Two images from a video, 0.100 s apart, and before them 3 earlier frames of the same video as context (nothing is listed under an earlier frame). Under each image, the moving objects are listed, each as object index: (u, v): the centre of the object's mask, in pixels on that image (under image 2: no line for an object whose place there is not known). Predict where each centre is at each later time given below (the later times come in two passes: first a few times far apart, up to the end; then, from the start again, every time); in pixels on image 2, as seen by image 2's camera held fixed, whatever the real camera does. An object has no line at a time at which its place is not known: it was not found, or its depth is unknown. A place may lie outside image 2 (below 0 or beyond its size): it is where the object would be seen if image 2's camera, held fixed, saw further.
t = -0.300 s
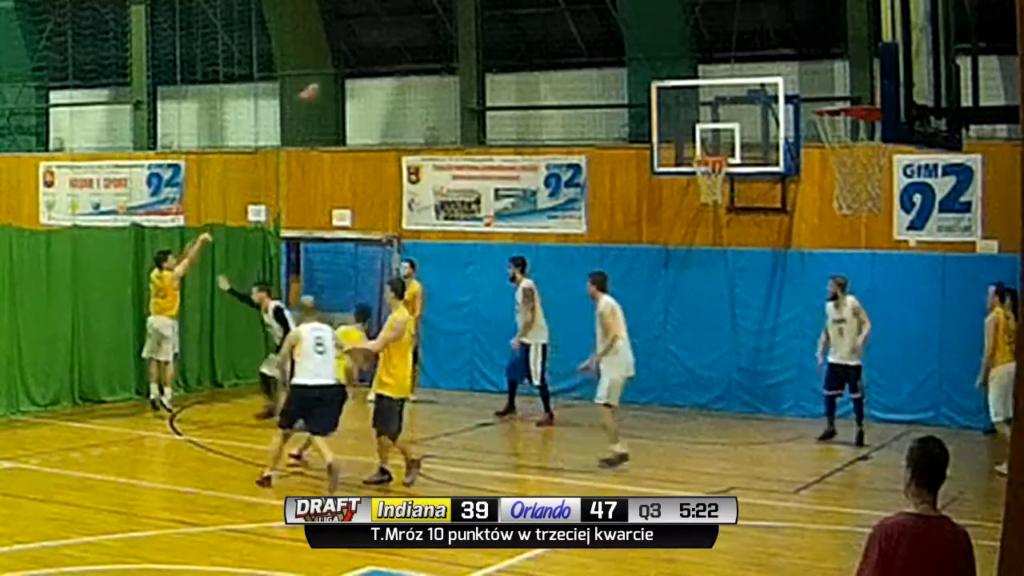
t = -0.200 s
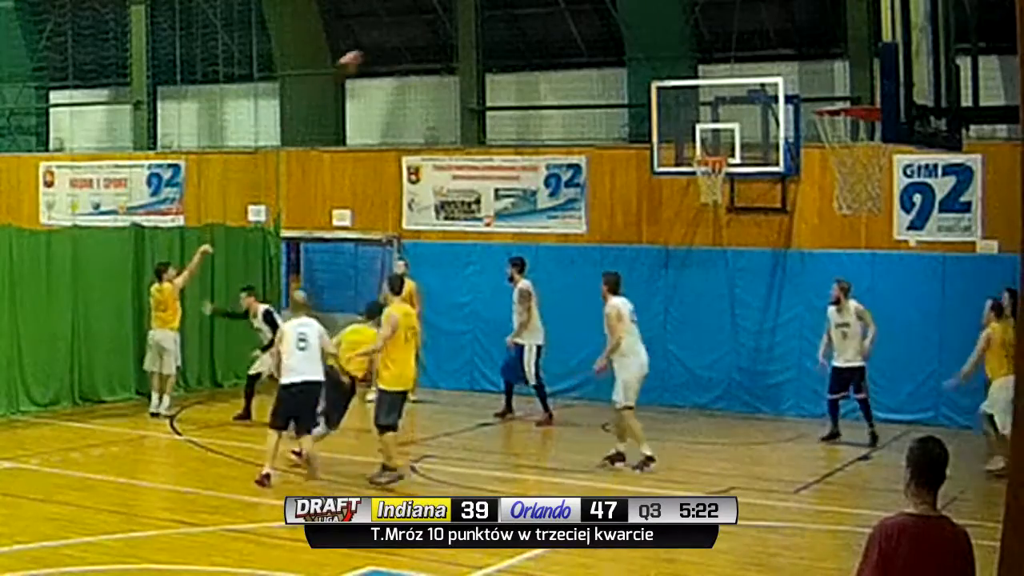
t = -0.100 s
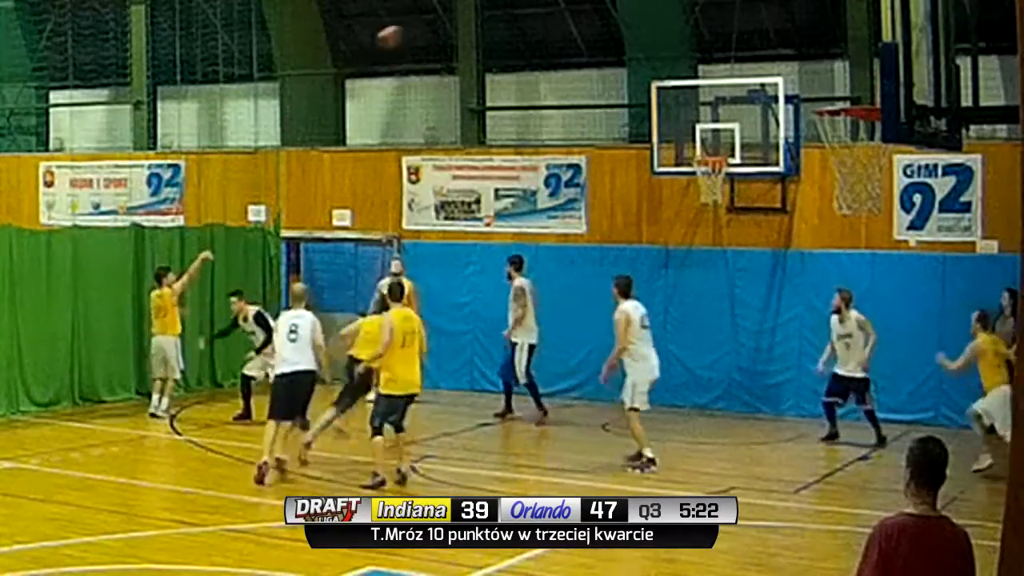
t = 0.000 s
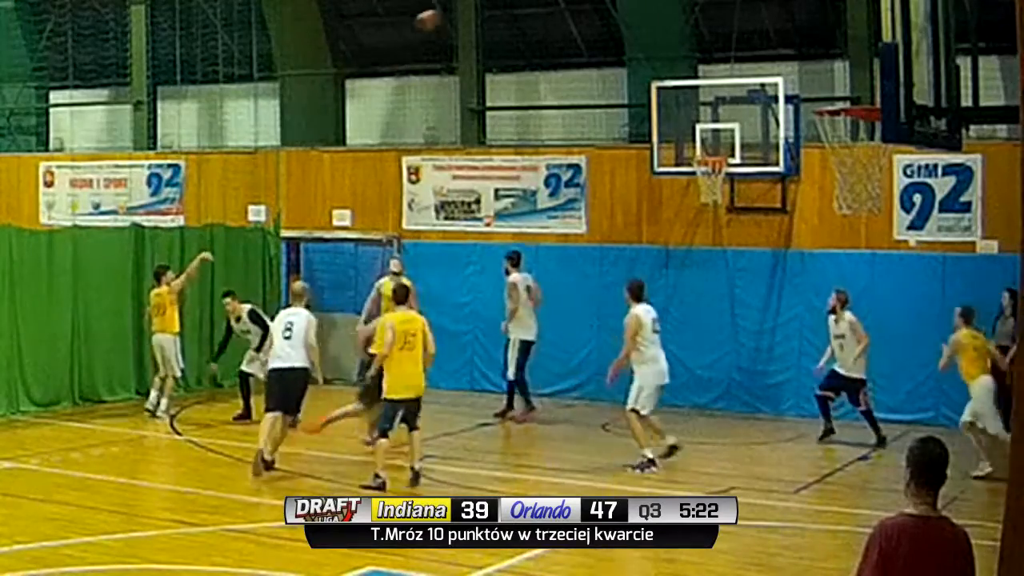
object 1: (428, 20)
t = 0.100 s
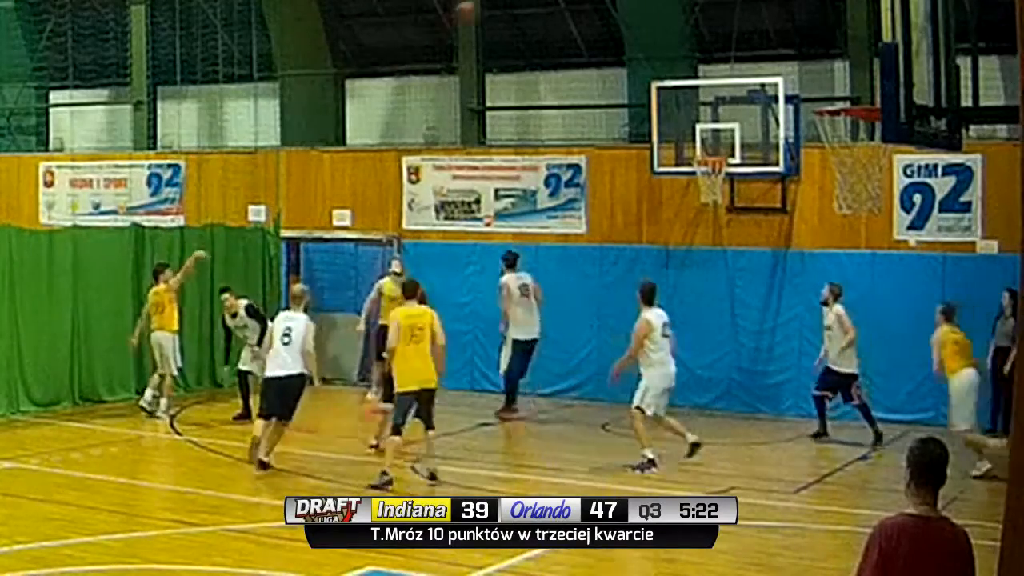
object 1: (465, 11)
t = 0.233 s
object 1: (521, 13)
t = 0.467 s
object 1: (611, 51)
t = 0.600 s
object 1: (667, 95)
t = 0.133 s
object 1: (482, 10)
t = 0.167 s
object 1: (495, 12)
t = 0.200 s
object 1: (507, 12)
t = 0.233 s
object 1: (521, 13)
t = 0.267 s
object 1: (533, 17)
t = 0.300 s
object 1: (547, 20)
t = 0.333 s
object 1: (560, 25)
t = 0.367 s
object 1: (574, 30)
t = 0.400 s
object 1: (586, 37)
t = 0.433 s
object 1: (598, 43)
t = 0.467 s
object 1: (611, 51)
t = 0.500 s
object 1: (624, 60)
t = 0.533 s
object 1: (636, 68)
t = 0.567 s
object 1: (648, 79)
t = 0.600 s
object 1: (667, 95)
